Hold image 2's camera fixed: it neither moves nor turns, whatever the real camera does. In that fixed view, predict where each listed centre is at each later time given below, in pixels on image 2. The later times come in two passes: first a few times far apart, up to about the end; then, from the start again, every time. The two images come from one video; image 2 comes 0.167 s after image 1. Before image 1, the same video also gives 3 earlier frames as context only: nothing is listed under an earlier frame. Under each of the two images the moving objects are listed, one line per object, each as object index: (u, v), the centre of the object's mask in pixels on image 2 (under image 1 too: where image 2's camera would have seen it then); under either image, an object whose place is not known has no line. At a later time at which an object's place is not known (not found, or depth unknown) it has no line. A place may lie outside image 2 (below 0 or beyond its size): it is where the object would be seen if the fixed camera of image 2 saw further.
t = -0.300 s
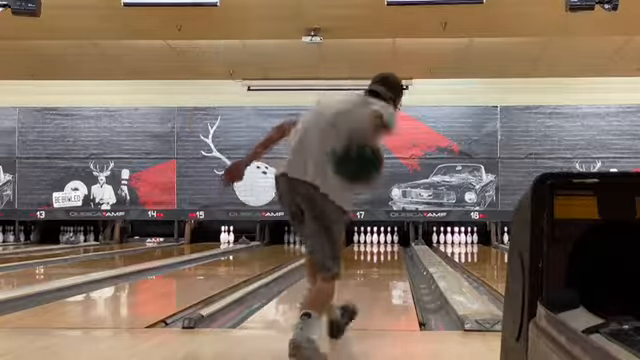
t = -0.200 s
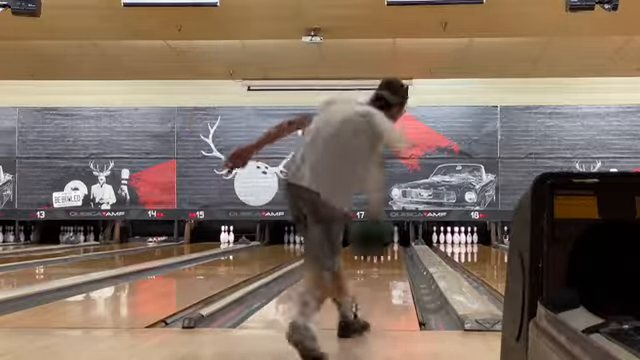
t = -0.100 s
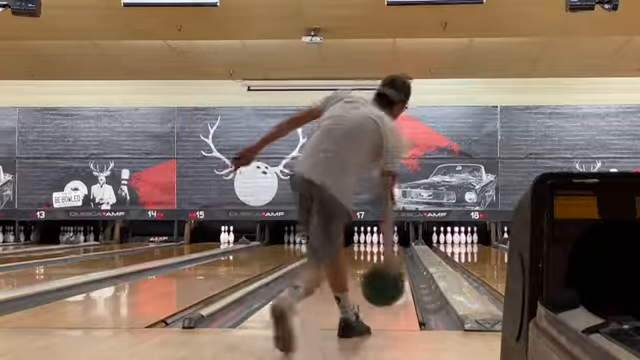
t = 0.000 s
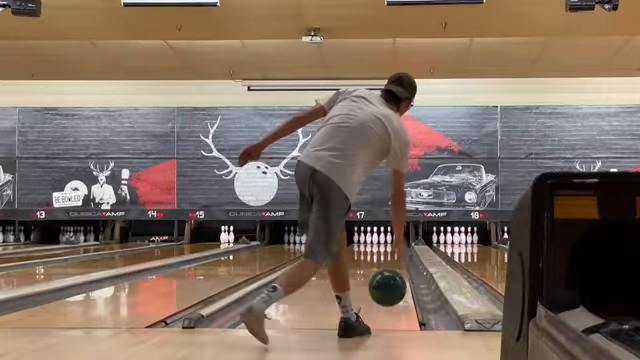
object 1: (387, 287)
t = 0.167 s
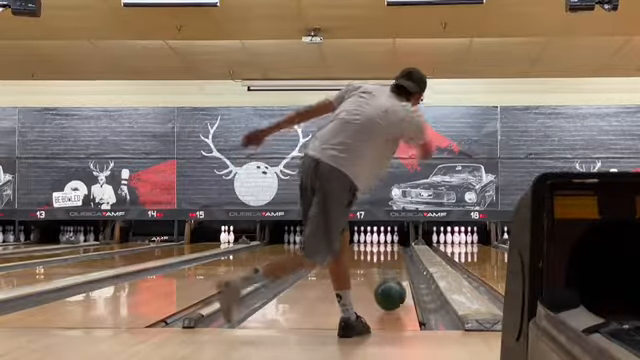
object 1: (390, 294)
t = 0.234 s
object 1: (390, 289)
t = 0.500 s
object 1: (392, 274)
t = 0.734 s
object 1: (392, 266)
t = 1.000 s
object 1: (392, 260)
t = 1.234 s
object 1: (391, 253)
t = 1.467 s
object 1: (390, 250)
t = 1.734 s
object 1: (388, 246)
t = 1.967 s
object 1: (388, 245)
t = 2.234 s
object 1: (384, 243)
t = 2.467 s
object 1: (381, 241)
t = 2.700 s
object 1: (378, 239)
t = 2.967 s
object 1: (379, 239)
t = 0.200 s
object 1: (390, 291)
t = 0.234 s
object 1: (390, 289)
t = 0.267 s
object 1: (390, 287)
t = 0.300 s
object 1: (391, 285)
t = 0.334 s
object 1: (391, 282)
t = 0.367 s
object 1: (391, 280)
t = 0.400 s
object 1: (391, 279)
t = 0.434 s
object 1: (392, 277)
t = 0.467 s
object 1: (392, 276)
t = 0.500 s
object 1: (392, 274)
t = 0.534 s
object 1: (392, 273)
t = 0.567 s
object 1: (392, 272)
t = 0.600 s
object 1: (392, 271)
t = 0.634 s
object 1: (392, 269)
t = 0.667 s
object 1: (392, 268)
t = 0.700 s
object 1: (392, 268)
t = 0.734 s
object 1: (392, 266)
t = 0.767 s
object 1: (392, 266)
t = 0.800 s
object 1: (392, 264)
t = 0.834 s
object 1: (392, 264)
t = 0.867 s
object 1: (392, 262)
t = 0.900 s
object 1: (392, 261)
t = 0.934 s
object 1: (392, 261)
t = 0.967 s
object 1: (392, 260)
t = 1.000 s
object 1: (392, 260)
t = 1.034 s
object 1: (391, 259)
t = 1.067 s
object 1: (391, 259)
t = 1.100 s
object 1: (392, 258)
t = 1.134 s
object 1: (392, 258)
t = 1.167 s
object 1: (391, 254)
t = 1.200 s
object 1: (391, 254)
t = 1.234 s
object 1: (391, 253)
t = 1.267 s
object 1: (391, 253)
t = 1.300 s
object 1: (391, 253)
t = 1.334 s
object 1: (390, 252)
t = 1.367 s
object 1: (391, 252)
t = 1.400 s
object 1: (390, 252)
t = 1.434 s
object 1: (390, 252)
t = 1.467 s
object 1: (390, 250)
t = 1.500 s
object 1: (389, 250)
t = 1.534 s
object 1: (389, 250)
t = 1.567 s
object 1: (389, 249)
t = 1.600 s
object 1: (389, 249)
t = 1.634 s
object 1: (388, 247)
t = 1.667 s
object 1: (389, 248)
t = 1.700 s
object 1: (388, 246)
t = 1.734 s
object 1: (388, 246)
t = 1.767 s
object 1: (388, 246)
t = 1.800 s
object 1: (388, 246)
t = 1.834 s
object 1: (388, 246)
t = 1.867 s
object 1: (388, 246)
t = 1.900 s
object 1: (388, 246)
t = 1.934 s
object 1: (388, 245)
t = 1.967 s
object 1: (388, 245)
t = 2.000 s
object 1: (388, 245)
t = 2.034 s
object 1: (387, 244)
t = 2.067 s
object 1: (386, 244)
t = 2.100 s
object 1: (386, 244)
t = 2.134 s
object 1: (386, 244)
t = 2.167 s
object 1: (384, 244)
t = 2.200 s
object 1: (384, 244)
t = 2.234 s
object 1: (384, 243)
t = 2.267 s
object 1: (383, 243)
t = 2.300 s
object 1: (383, 243)
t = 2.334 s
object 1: (382, 242)
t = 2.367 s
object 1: (382, 241)
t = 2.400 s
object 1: (382, 241)
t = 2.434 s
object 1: (381, 241)
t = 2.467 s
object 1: (381, 241)
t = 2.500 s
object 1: (382, 241)
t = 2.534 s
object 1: (381, 241)
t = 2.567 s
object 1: (378, 240)
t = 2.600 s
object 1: (377, 240)
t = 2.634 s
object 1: (377, 240)
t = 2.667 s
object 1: (377, 239)
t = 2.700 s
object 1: (378, 239)
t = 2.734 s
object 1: (377, 239)
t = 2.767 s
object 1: (377, 239)
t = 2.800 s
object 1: (378, 239)
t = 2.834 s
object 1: (378, 238)
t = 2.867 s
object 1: (379, 238)
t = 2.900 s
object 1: (378, 239)
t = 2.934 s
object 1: (379, 239)
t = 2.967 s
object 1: (379, 239)
